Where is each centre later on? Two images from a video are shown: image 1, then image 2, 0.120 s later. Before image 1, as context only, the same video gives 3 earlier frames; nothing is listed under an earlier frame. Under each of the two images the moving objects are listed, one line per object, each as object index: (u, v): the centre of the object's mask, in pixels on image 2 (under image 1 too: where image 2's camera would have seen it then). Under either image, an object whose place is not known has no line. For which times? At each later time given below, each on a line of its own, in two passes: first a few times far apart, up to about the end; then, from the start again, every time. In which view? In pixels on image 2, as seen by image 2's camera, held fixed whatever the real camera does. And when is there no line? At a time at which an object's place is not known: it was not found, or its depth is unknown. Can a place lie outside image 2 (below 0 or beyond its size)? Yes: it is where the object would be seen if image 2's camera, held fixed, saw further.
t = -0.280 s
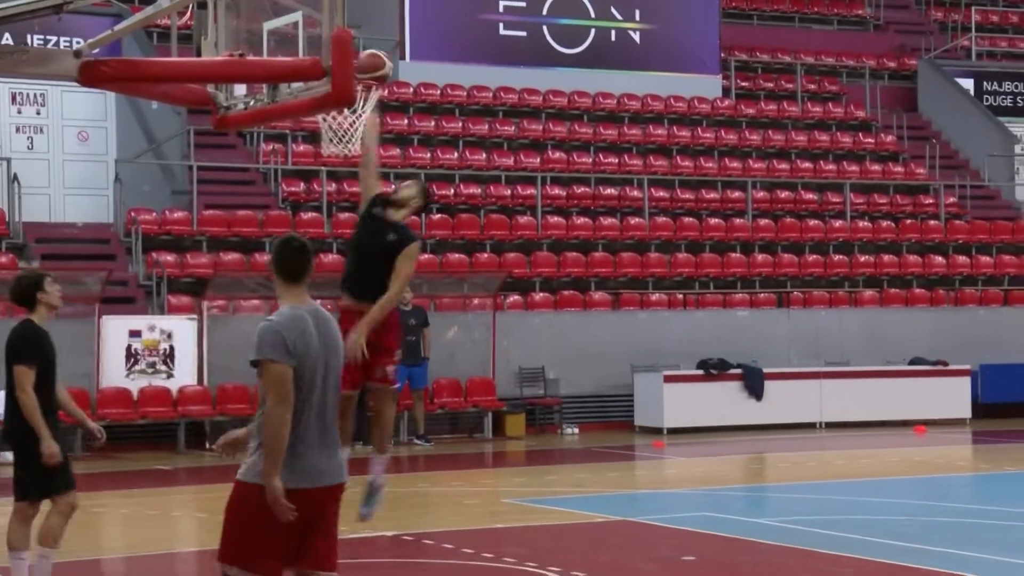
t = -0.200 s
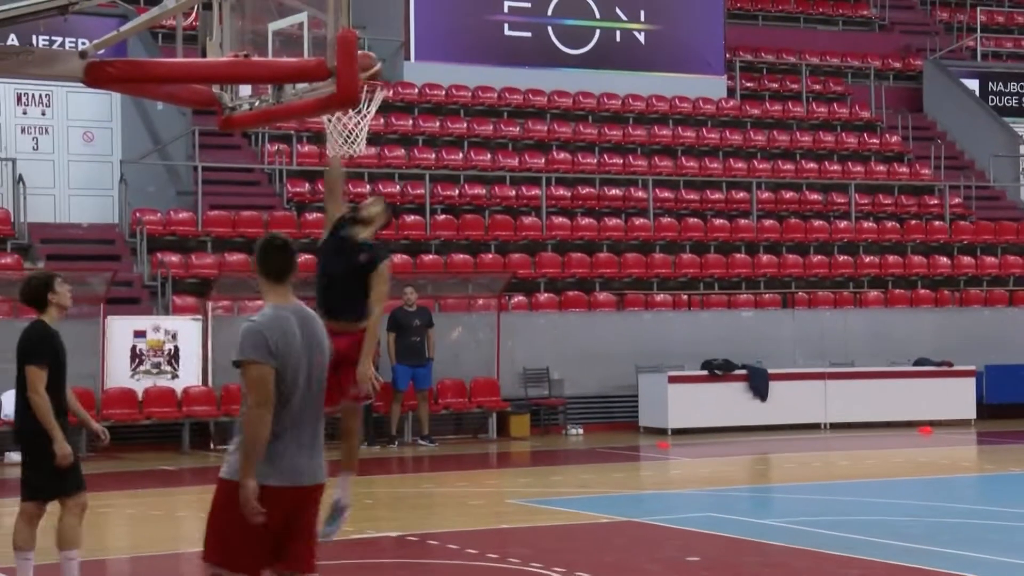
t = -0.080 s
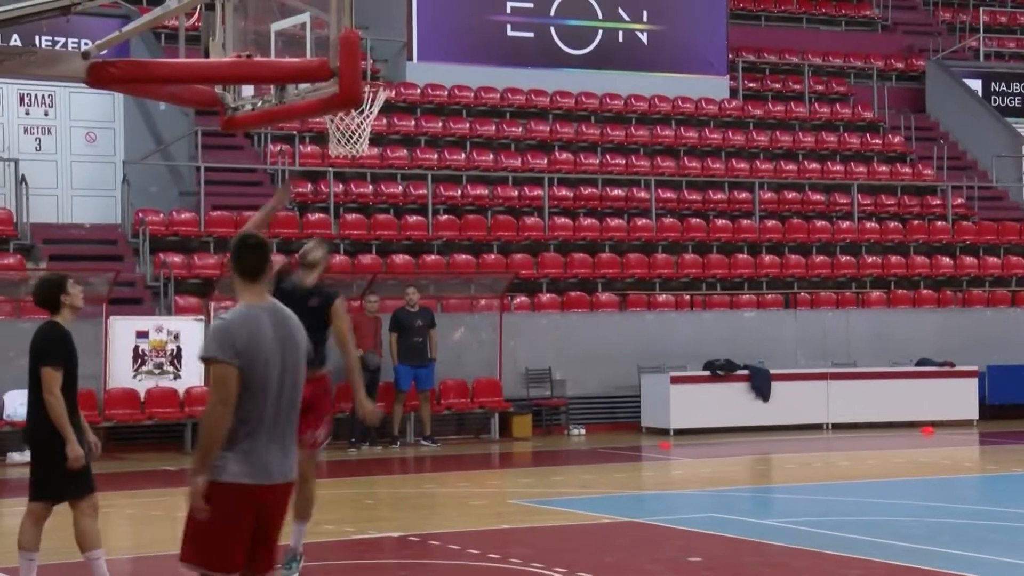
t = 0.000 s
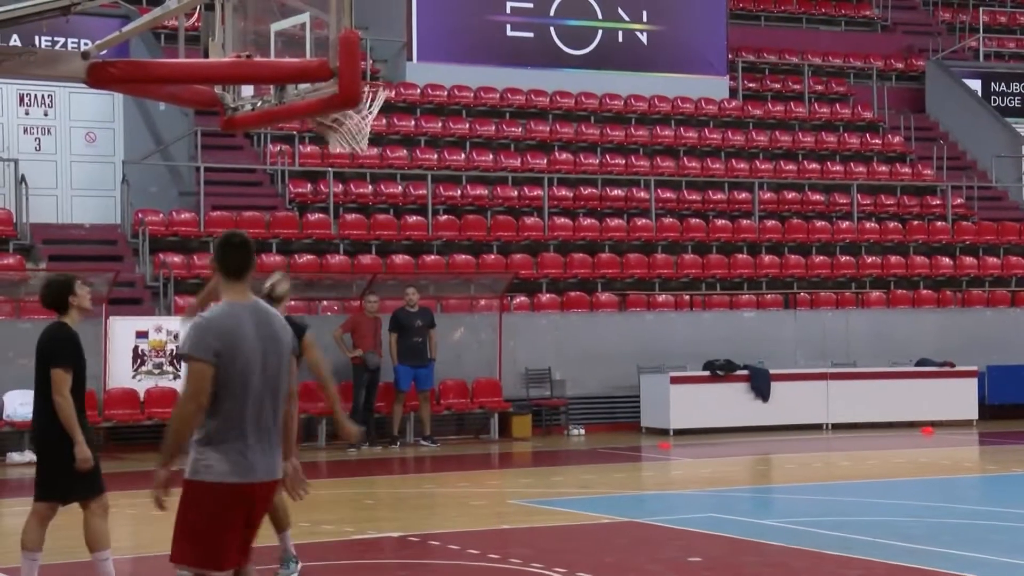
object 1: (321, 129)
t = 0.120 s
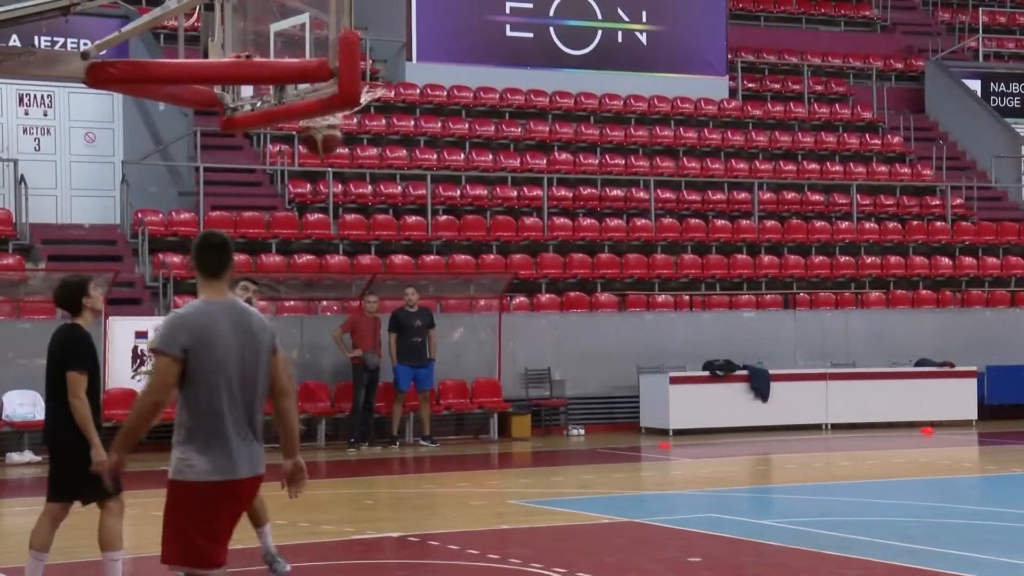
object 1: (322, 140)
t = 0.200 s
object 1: (322, 161)
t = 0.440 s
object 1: (321, 295)
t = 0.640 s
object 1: (319, 481)
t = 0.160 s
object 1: (321, 149)
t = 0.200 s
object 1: (322, 161)
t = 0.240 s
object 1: (321, 177)
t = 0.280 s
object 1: (321, 196)
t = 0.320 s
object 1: (323, 219)
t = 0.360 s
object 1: (322, 238)
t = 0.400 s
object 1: (322, 268)
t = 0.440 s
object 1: (321, 295)
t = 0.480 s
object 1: (322, 327)
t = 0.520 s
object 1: (322, 361)
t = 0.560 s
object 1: (321, 398)
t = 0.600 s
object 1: (321, 437)
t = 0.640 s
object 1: (319, 481)
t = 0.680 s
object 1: (320, 525)
